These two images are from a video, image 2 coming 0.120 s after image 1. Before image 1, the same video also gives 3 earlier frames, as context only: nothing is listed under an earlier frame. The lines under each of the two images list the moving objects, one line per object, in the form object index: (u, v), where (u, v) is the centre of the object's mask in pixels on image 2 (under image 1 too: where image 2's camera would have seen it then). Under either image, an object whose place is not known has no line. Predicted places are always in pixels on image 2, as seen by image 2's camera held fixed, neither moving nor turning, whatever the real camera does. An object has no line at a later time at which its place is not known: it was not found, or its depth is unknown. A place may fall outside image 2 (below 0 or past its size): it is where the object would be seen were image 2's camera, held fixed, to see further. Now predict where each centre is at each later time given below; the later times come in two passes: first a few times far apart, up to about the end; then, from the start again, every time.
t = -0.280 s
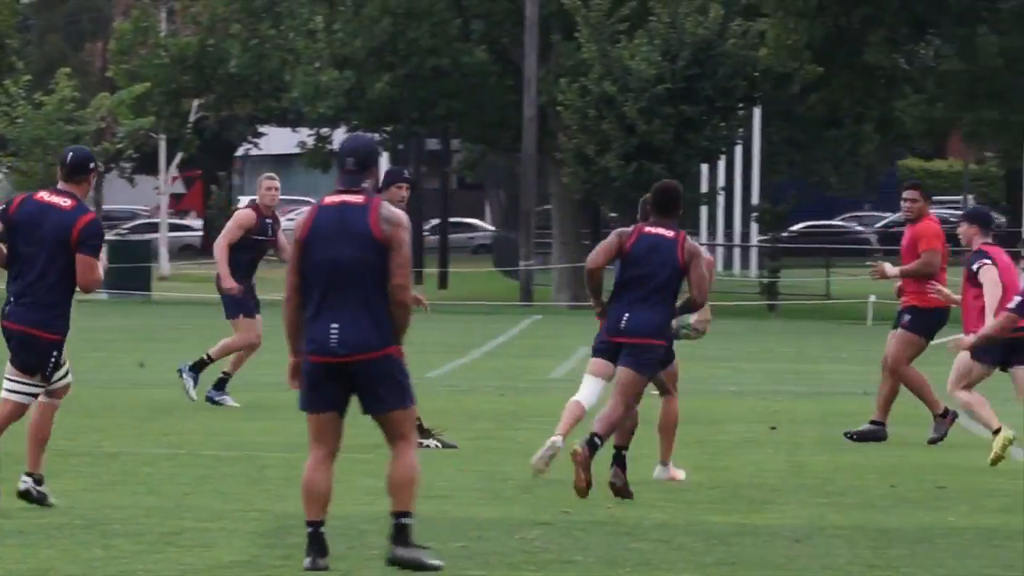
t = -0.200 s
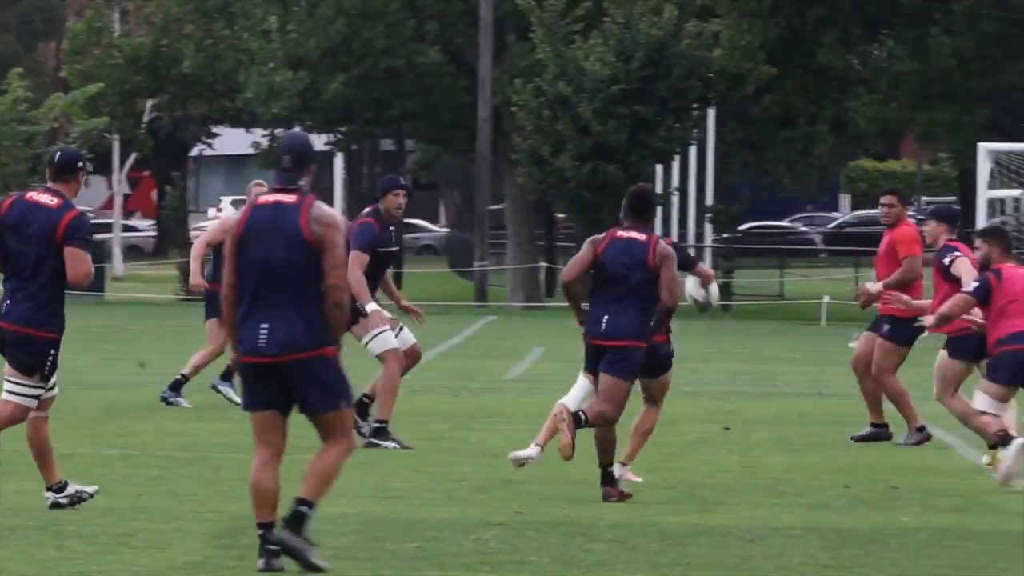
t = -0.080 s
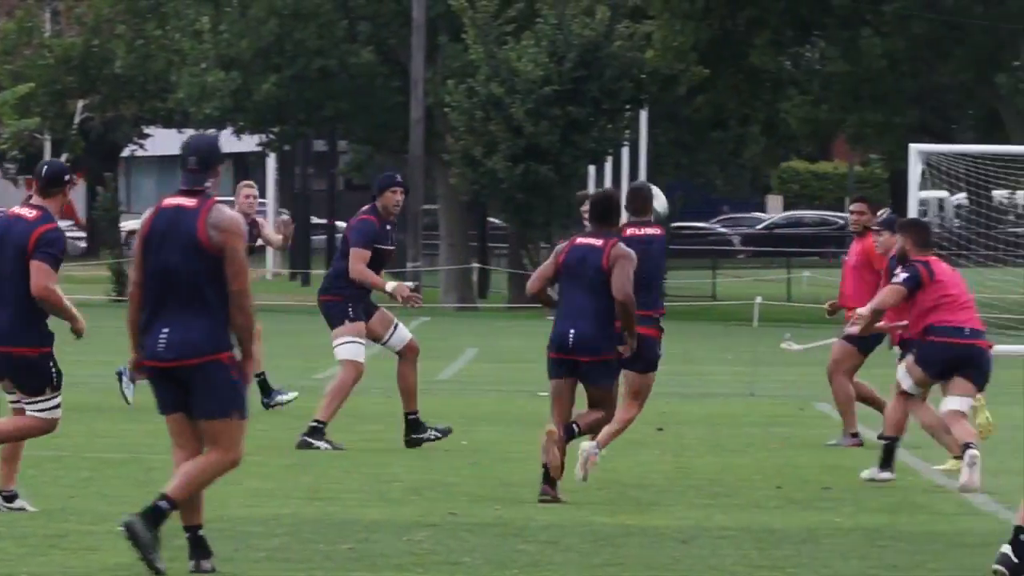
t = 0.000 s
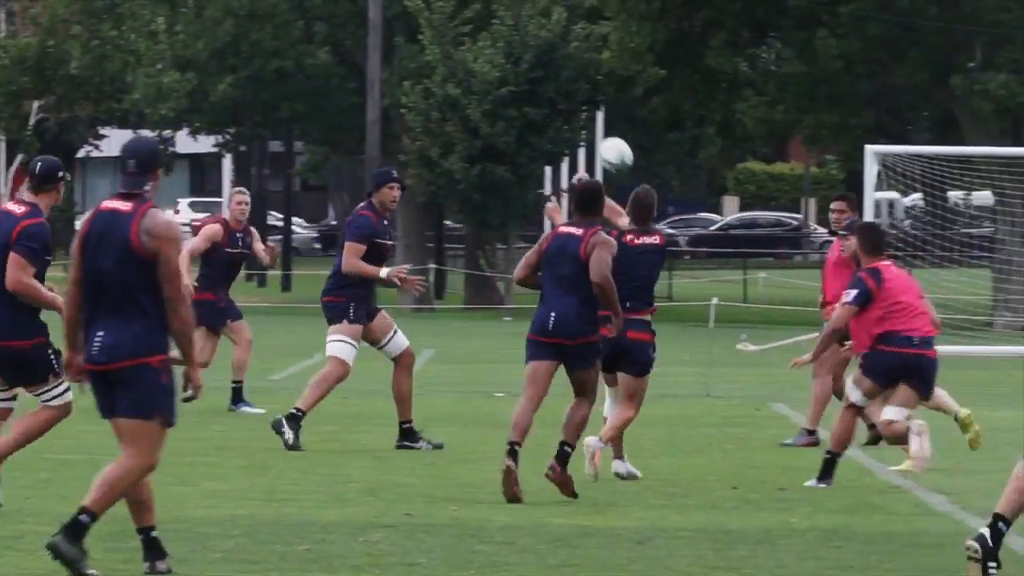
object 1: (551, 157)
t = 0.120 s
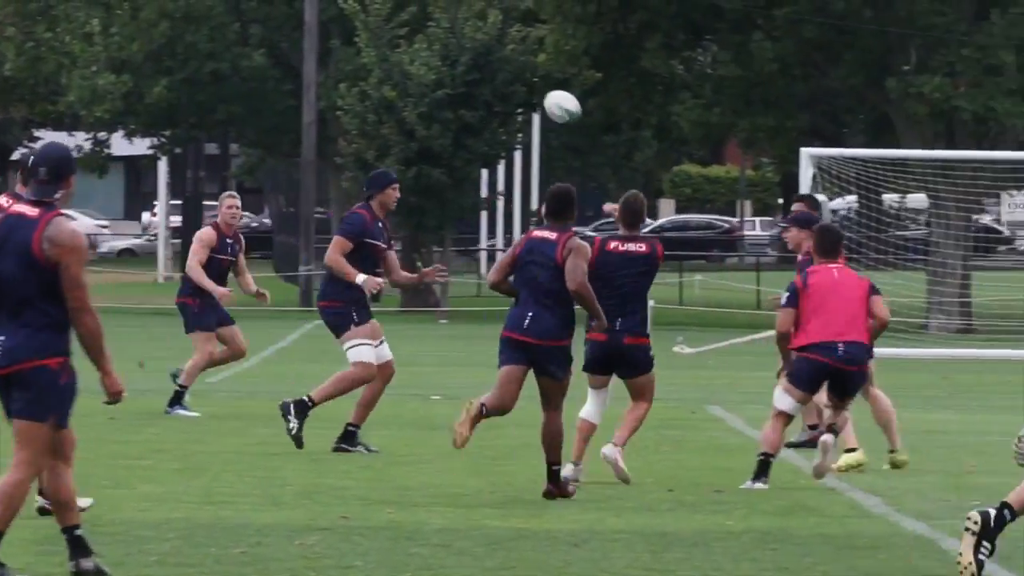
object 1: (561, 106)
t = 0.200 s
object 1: (566, 86)
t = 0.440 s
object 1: (569, 69)
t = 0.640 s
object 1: (562, 104)
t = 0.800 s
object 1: (549, 164)
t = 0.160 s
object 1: (563, 96)
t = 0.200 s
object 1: (566, 86)
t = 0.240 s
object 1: (568, 76)
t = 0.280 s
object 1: (568, 71)
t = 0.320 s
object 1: (569, 68)
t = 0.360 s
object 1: (571, 66)
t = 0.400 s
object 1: (570, 65)
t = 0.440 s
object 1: (569, 69)
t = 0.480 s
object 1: (570, 72)
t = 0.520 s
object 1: (568, 77)
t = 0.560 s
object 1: (566, 86)
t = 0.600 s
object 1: (565, 95)
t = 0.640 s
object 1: (562, 104)
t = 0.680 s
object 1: (559, 117)
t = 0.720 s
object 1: (556, 133)
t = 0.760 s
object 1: (553, 147)
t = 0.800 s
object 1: (549, 164)
